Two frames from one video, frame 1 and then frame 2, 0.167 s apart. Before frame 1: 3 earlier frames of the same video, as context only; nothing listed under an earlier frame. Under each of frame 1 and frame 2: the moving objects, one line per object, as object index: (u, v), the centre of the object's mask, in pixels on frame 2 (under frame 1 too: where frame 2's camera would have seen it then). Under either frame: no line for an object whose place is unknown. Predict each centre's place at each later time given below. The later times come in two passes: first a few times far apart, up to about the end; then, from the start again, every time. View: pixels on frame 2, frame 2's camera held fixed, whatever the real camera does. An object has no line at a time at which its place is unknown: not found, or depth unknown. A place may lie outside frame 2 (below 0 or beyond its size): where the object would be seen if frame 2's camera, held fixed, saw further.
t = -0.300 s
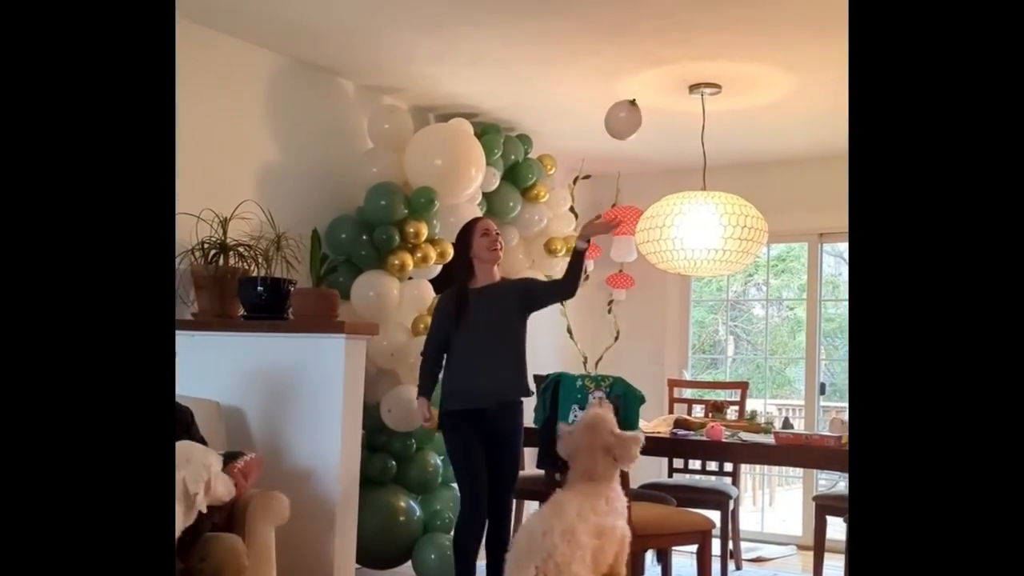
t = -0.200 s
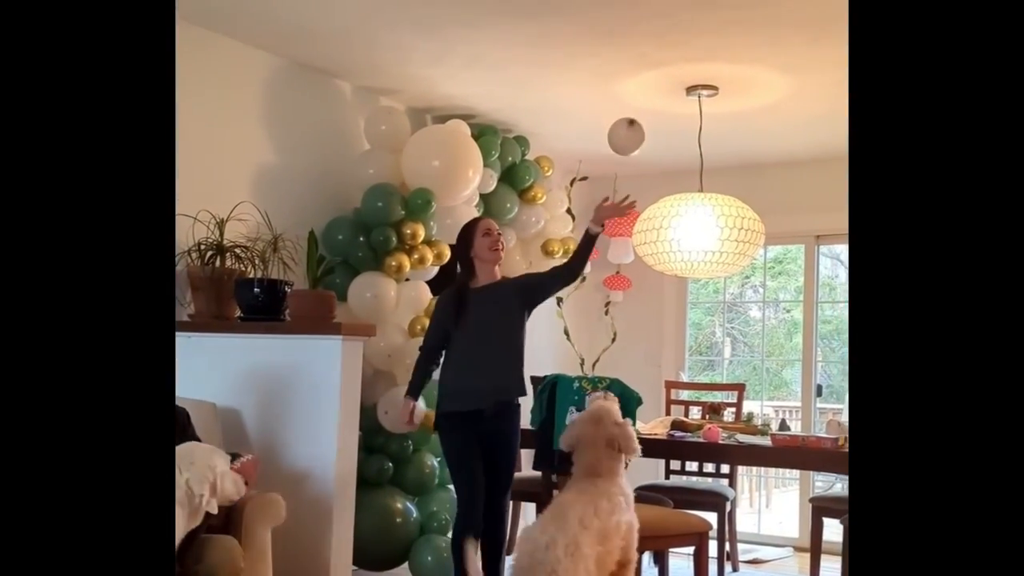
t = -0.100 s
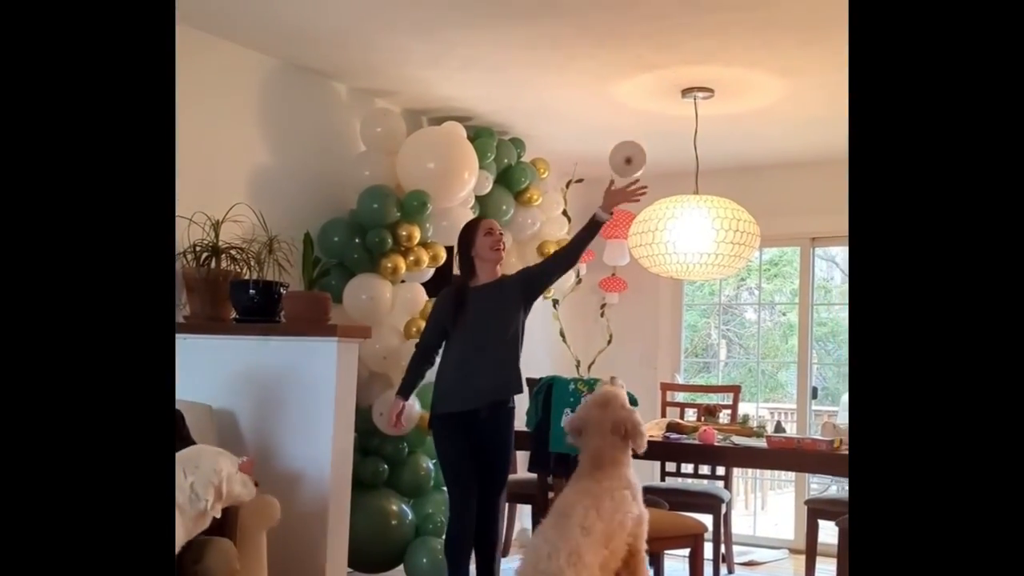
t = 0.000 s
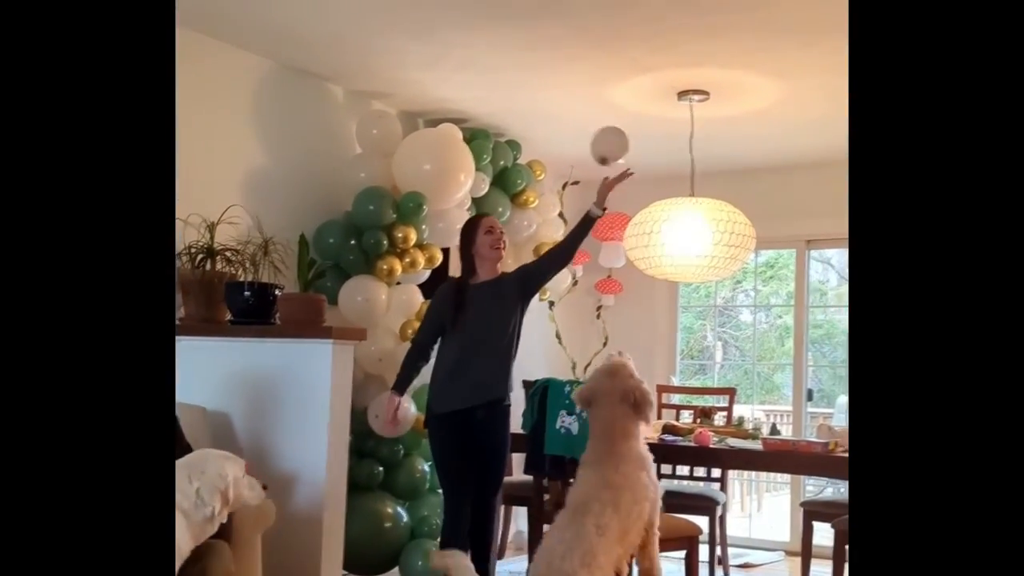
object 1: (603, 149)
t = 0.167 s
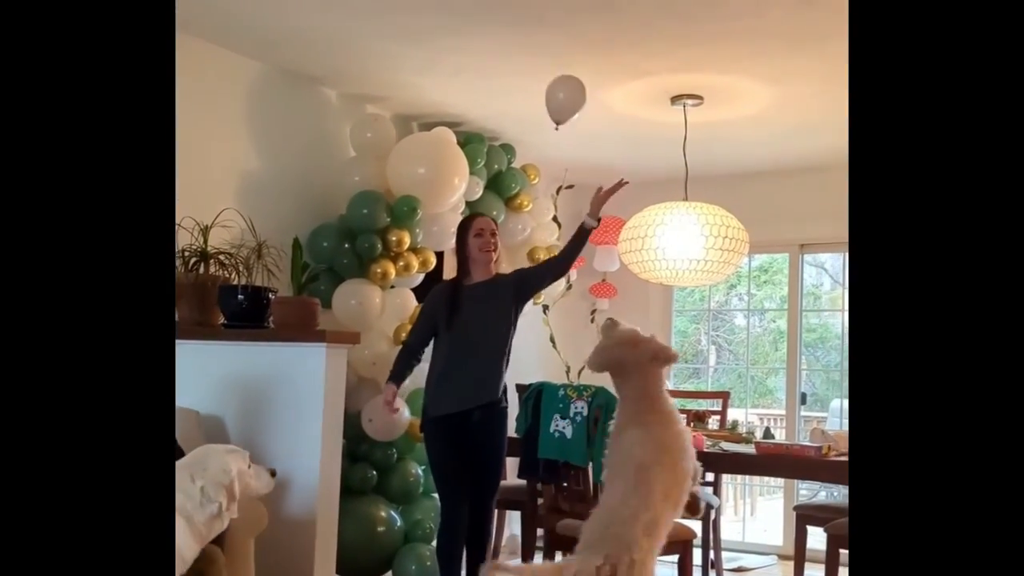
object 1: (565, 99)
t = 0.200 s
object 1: (559, 93)
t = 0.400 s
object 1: (536, 89)
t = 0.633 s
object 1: (521, 141)
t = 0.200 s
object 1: (559, 93)
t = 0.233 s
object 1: (554, 89)
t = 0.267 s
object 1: (550, 87)
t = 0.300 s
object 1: (546, 85)
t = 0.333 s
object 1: (543, 86)
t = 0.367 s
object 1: (539, 87)
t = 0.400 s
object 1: (536, 89)
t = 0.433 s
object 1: (533, 93)
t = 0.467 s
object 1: (529, 98)
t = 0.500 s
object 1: (527, 104)
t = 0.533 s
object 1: (524, 115)
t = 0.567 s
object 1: (523, 123)
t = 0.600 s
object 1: (522, 131)
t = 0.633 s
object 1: (521, 141)
